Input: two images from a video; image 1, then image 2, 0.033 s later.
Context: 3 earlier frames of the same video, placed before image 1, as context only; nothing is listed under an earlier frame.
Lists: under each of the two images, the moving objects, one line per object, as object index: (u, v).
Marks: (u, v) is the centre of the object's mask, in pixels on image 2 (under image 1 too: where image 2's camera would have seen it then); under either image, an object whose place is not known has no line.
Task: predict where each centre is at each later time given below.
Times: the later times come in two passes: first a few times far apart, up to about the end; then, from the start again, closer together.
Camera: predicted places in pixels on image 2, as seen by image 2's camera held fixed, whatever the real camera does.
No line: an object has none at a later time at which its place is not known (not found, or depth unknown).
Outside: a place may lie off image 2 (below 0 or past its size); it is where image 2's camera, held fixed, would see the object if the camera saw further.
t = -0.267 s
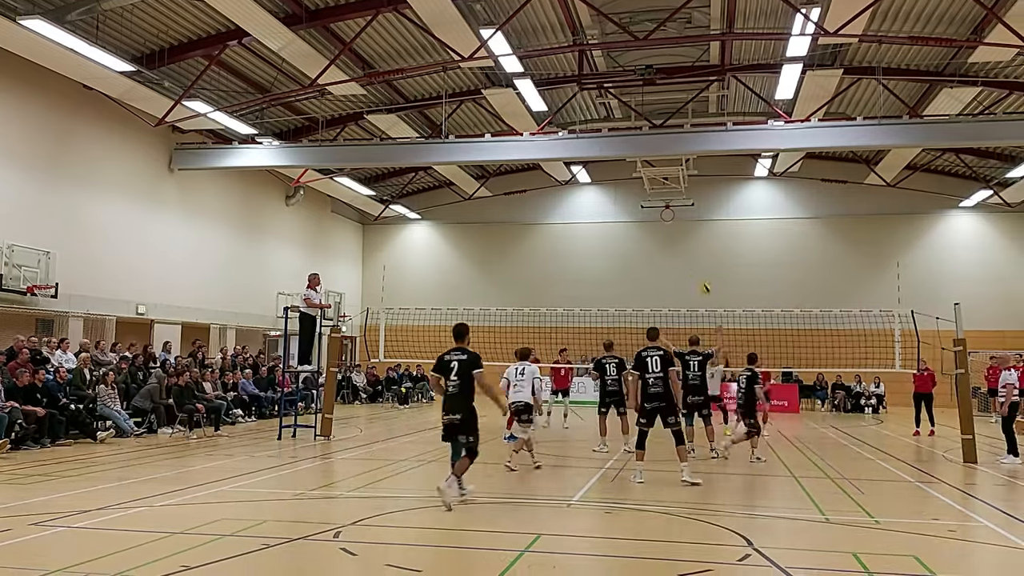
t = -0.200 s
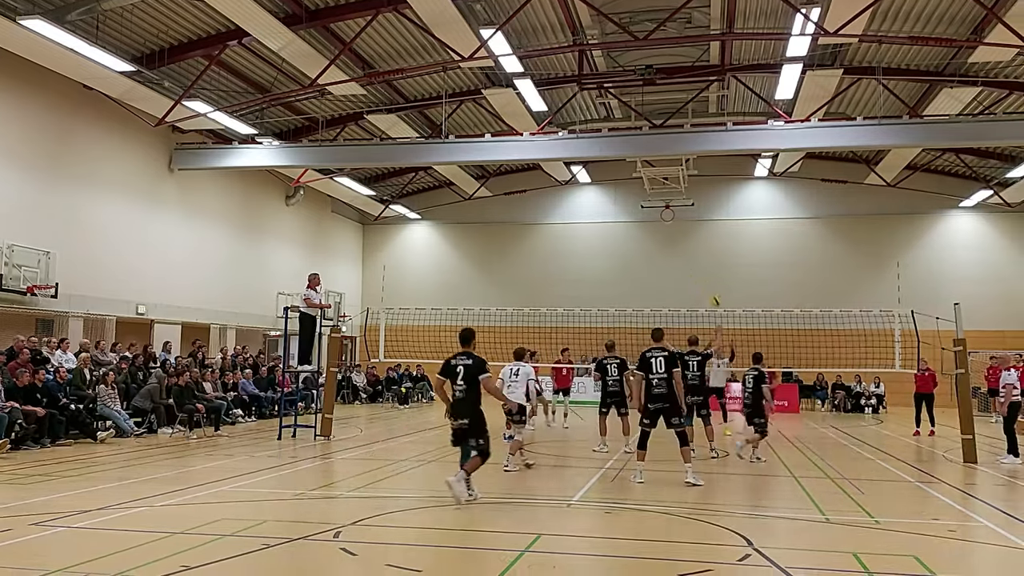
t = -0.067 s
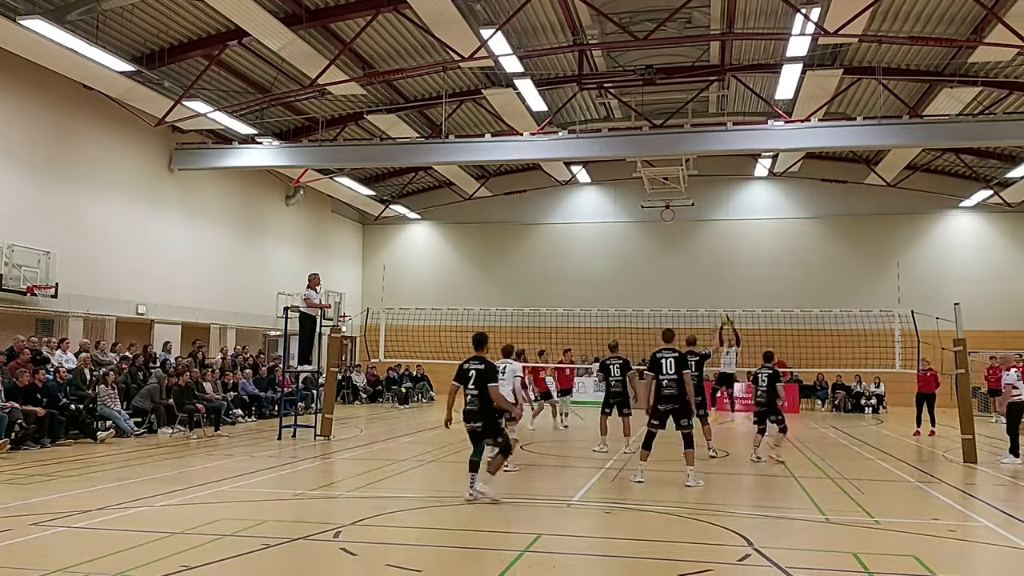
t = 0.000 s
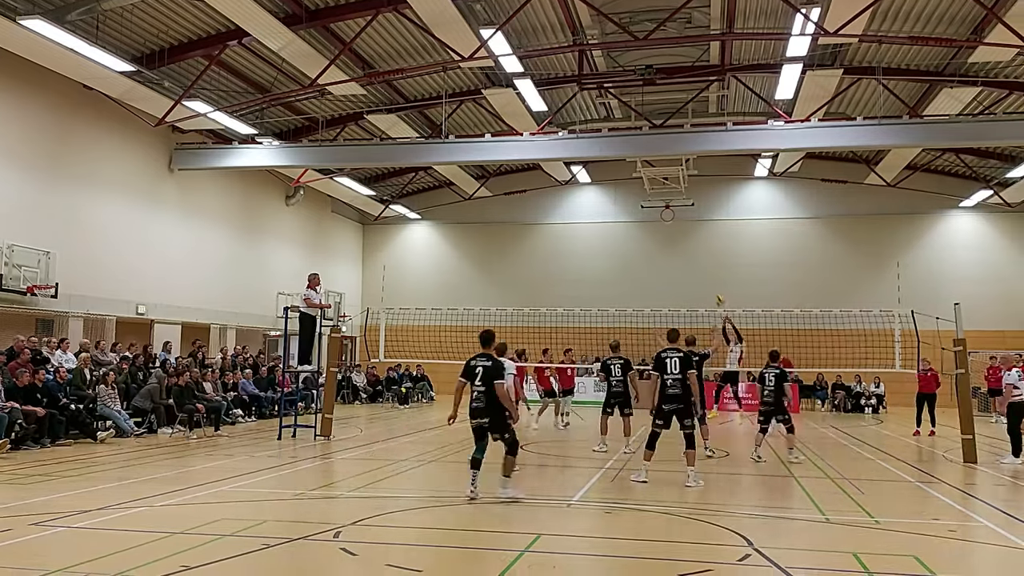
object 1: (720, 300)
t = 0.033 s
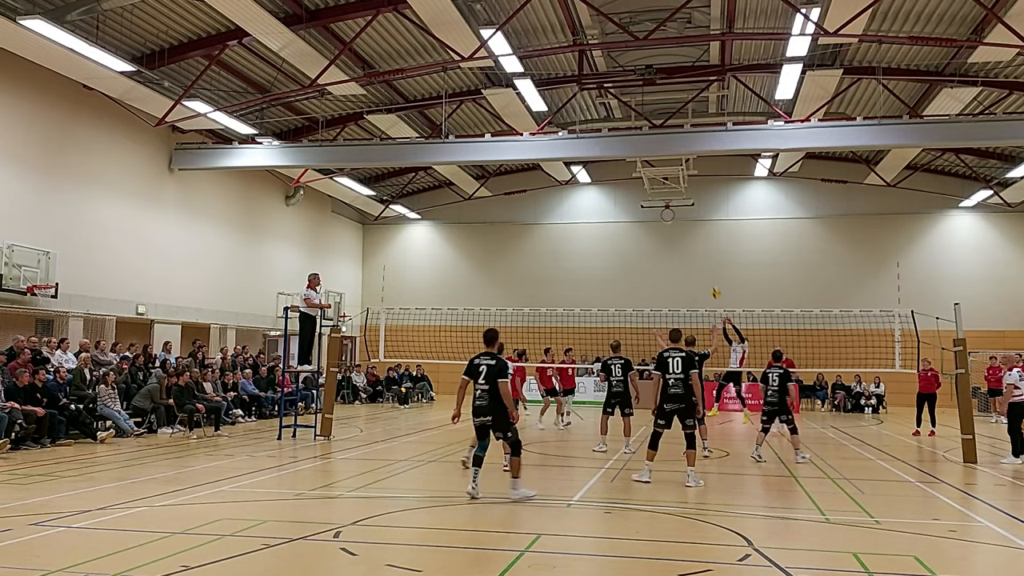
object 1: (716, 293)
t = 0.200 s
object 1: (698, 260)
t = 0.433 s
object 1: (673, 236)
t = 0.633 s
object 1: (651, 234)
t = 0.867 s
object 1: (624, 258)
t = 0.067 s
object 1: (712, 286)
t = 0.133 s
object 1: (705, 272)
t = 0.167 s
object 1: (701, 266)
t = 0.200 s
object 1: (698, 260)
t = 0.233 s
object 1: (694, 255)
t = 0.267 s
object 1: (691, 251)
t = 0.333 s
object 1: (683, 243)
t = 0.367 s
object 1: (680, 239)
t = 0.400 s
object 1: (676, 237)
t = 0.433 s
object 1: (673, 236)
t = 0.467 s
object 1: (669, 234)
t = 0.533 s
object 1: (661, 232)
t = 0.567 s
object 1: (658, 232)
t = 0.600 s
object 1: (655, 233)
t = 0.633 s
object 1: (651, 234)
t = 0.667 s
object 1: (647, 236)
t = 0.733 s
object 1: (640, 241)
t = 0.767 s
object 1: (636, 244)
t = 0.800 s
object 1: (632, 247)
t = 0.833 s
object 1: (628, 253)
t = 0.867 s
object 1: (624, 258)
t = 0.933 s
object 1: (616, 268)
